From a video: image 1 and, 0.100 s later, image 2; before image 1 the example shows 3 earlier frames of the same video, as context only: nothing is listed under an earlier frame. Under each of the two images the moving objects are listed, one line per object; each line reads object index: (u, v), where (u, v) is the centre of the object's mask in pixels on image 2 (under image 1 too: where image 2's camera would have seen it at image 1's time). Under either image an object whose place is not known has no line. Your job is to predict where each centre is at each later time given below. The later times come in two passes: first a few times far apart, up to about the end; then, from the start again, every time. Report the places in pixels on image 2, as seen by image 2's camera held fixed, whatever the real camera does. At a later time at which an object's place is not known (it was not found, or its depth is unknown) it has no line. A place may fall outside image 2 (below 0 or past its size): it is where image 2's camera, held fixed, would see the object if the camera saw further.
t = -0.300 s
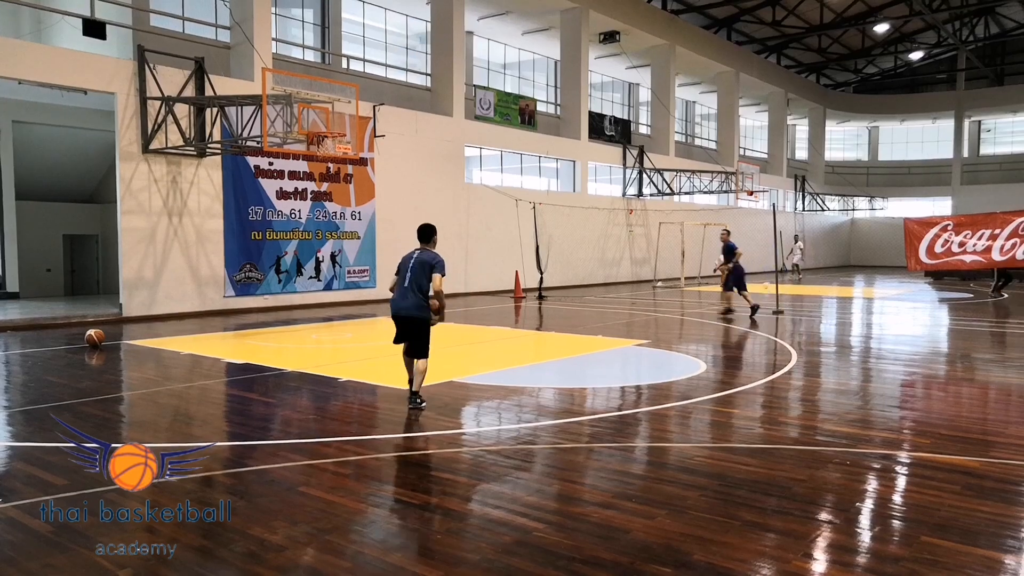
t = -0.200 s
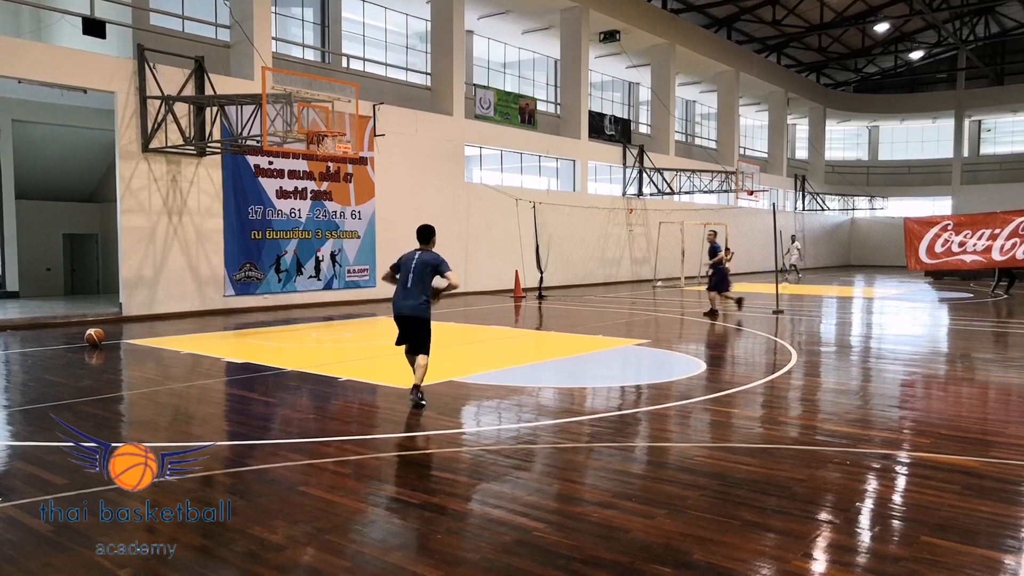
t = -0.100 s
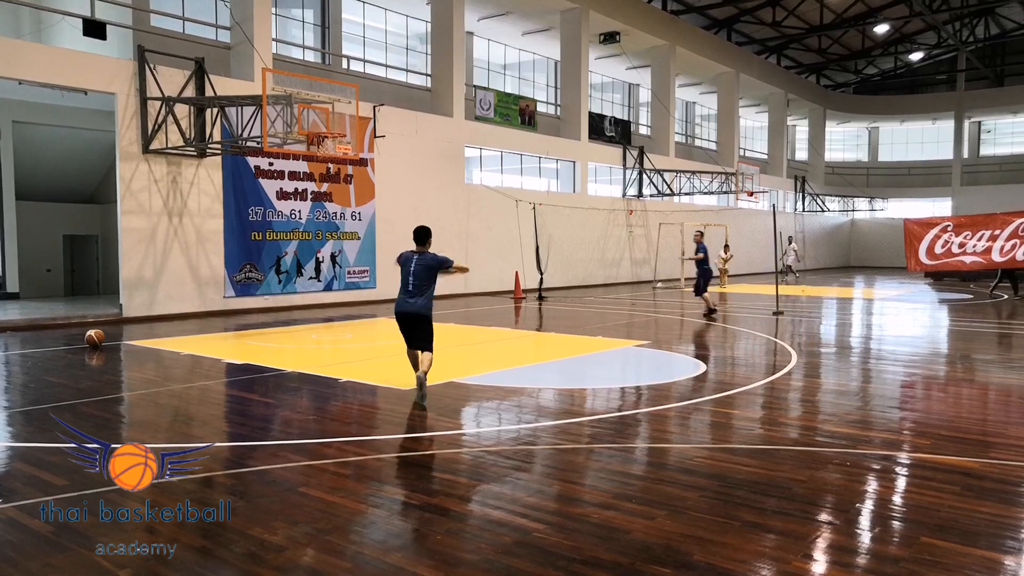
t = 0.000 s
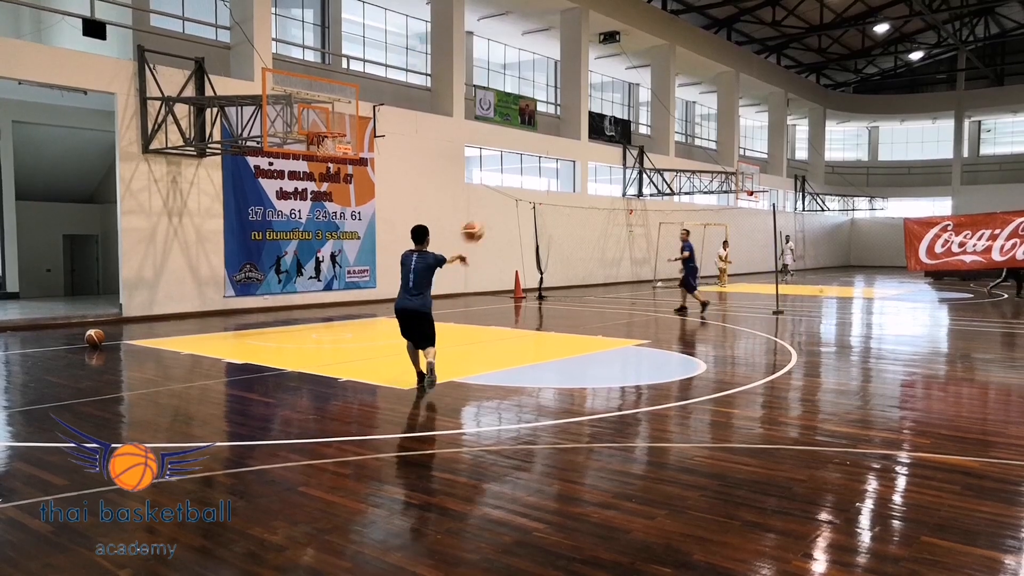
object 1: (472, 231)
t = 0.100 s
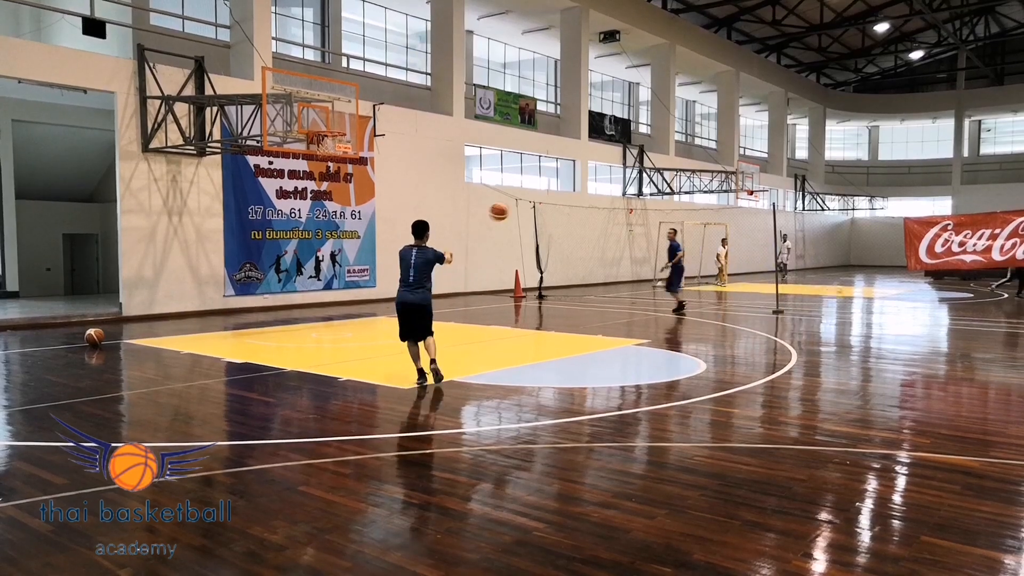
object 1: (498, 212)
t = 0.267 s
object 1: (532, 199)
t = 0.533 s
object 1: (568, 213)
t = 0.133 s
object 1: (507, 207)
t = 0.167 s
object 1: (514, 204)
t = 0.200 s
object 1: (520, 201)
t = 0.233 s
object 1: (526, 200)
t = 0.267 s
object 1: (532, 199)
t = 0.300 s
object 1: (538, 199)
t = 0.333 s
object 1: (543, 200)
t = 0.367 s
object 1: (548, 200)
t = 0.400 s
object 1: (552, 202)
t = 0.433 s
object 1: (557, 204)
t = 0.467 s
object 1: (560, 207)
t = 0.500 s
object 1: (565, 210)
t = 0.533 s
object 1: (568, 213)
